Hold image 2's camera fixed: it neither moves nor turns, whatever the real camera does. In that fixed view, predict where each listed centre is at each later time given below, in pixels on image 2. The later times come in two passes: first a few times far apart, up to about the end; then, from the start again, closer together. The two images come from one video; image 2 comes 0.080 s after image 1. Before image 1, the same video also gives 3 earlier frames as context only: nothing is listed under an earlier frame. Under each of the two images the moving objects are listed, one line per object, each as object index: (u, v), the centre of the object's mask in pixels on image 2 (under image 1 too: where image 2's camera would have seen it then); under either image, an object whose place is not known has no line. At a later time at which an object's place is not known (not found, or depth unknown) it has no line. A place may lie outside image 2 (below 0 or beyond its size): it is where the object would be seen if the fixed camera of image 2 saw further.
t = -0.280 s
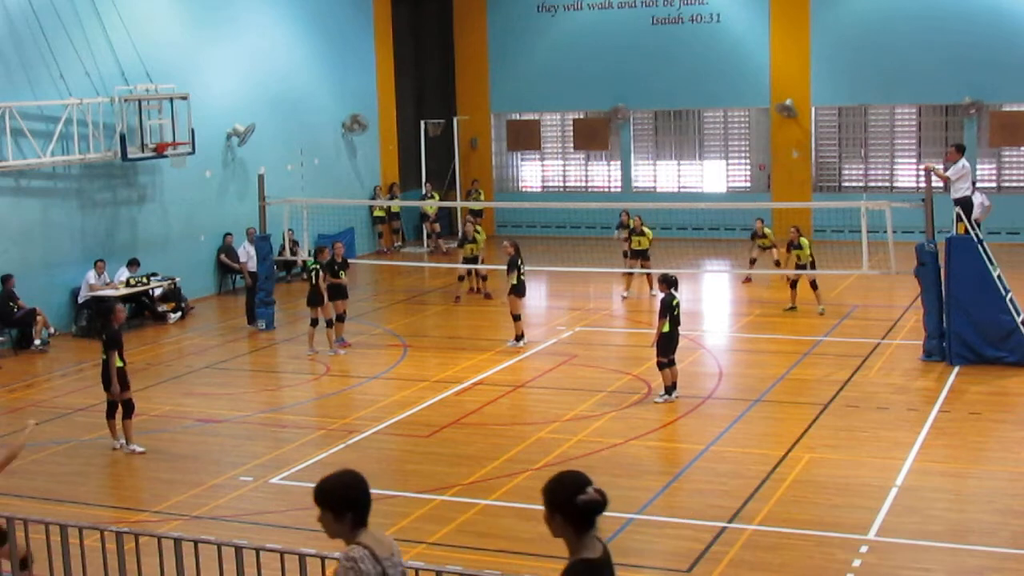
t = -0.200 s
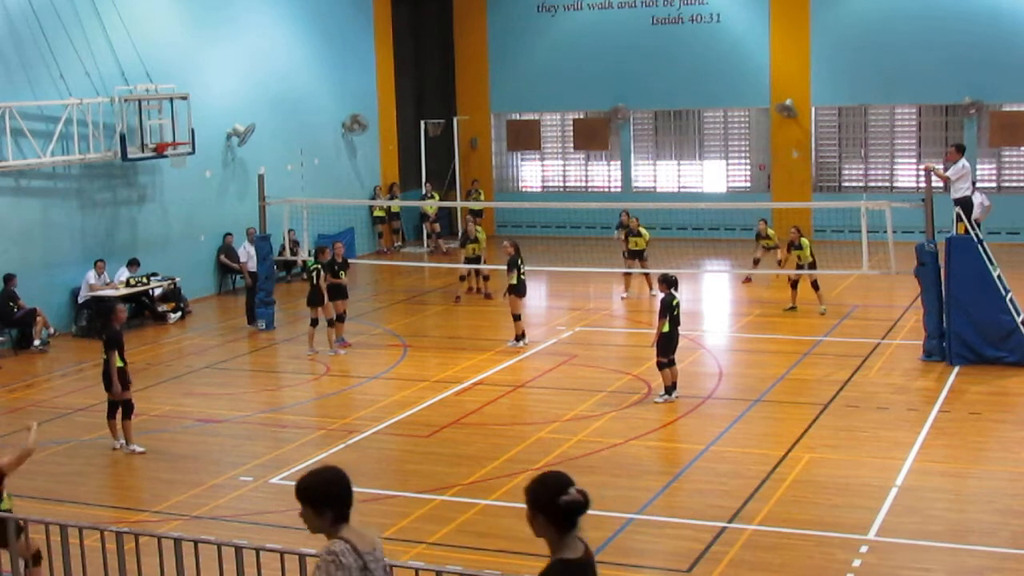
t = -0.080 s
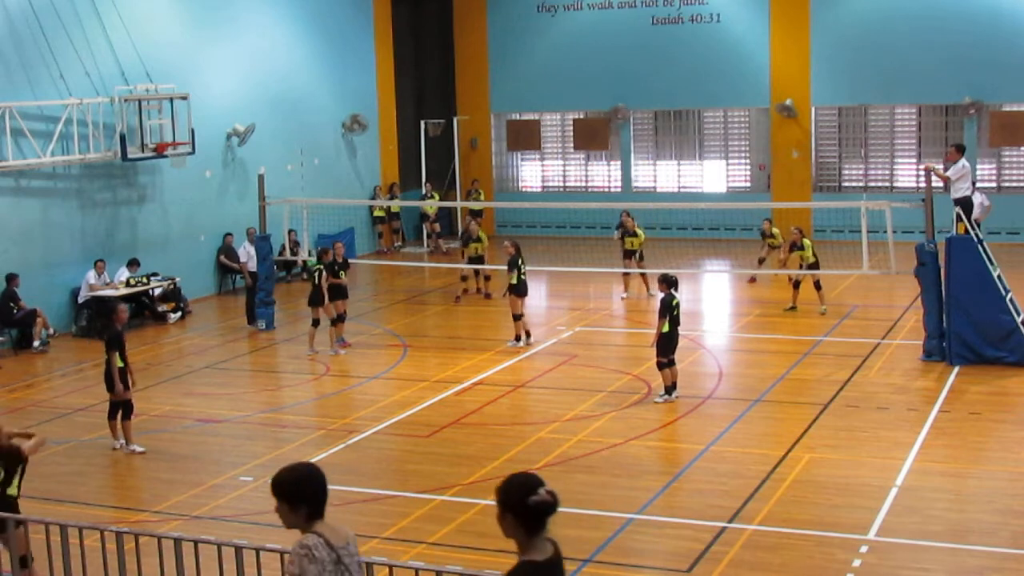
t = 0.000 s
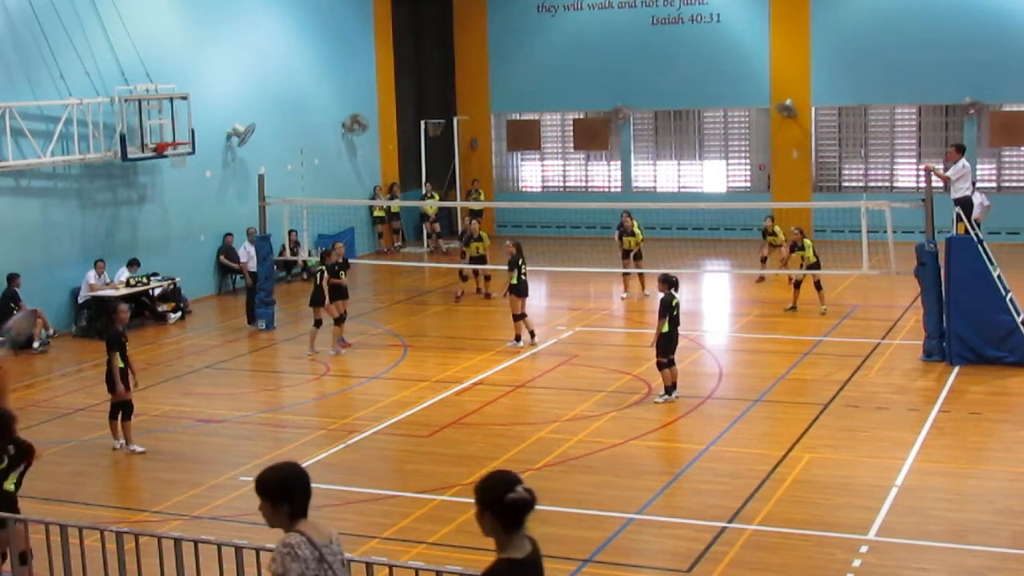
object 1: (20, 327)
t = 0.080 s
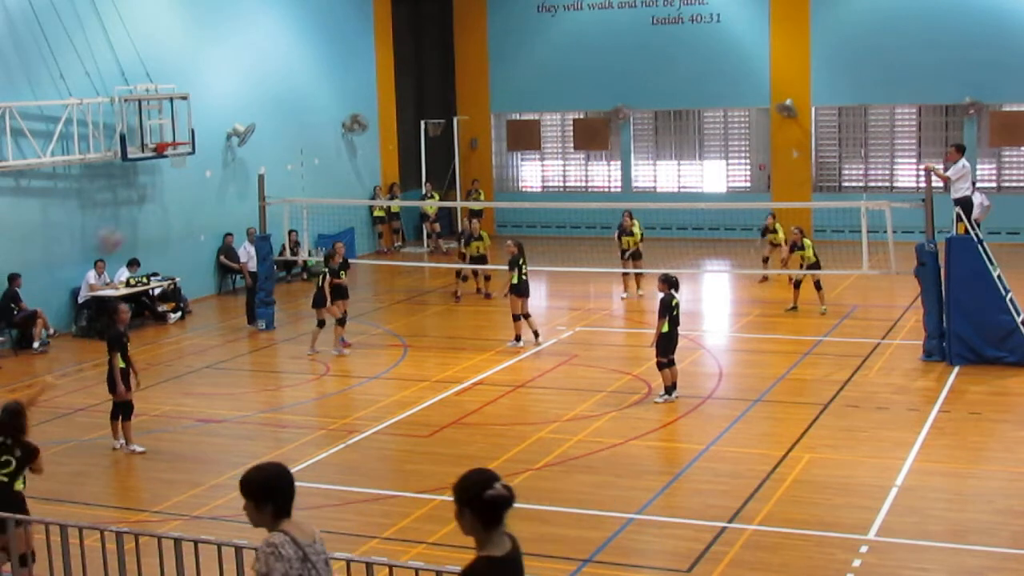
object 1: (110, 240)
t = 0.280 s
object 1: (278, 109)
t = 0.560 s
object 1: (431, 43)
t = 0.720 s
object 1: (496, 42)
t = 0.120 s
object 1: (148, 205)
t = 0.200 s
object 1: (219, 150)
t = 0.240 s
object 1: (251, 127)
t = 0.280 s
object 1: (278, 109)
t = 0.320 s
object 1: (304, 94)
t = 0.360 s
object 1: (329, 79)
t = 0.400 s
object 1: (353, 66)
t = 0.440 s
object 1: (373, 57)
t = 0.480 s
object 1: (396, 51)
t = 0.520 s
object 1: (413, 47)
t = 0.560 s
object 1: (431, 43)
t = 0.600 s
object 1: (447, 41)
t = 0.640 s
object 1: (465, 39)
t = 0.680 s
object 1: (480, 39)
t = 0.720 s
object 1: (496, 42)
